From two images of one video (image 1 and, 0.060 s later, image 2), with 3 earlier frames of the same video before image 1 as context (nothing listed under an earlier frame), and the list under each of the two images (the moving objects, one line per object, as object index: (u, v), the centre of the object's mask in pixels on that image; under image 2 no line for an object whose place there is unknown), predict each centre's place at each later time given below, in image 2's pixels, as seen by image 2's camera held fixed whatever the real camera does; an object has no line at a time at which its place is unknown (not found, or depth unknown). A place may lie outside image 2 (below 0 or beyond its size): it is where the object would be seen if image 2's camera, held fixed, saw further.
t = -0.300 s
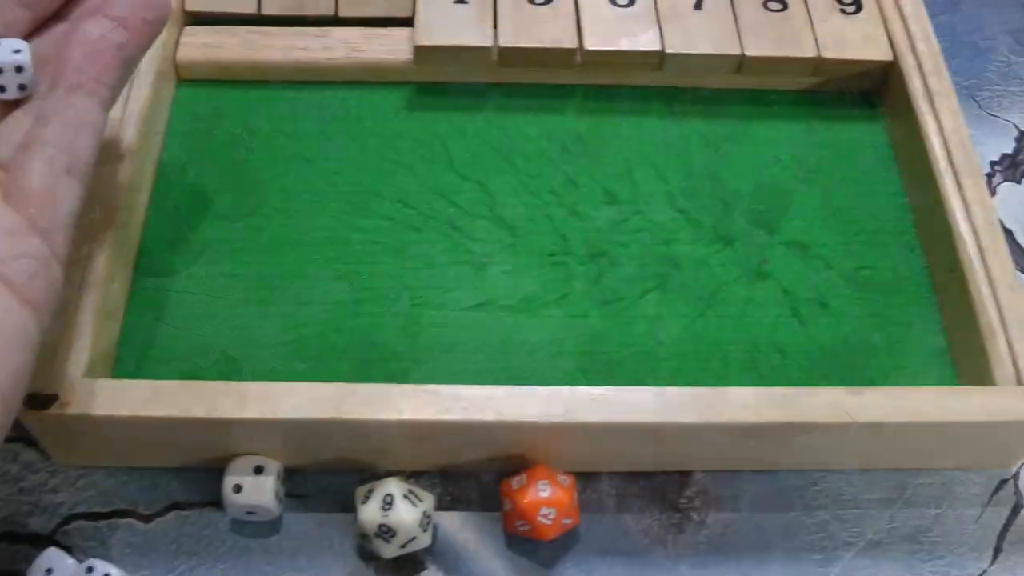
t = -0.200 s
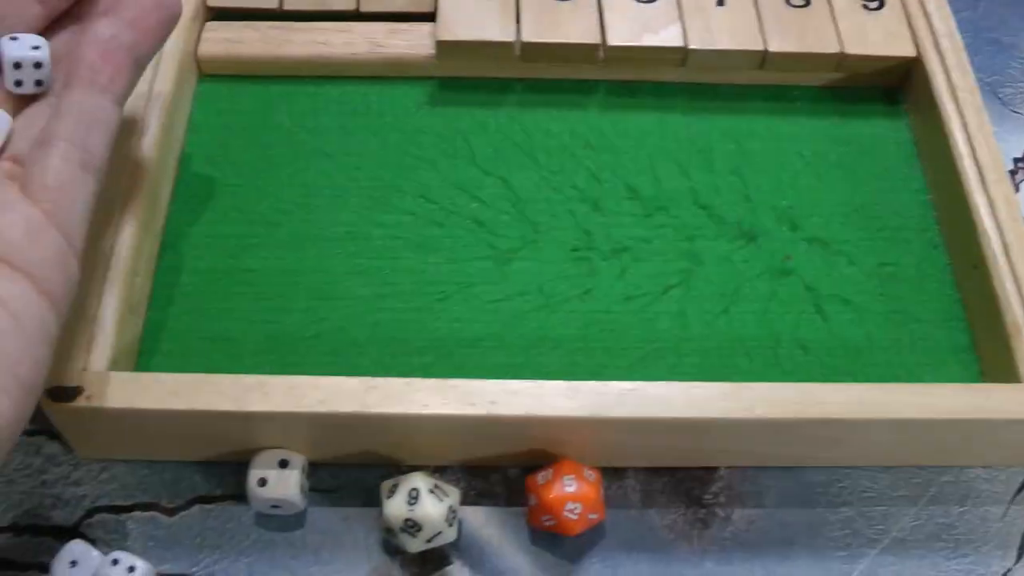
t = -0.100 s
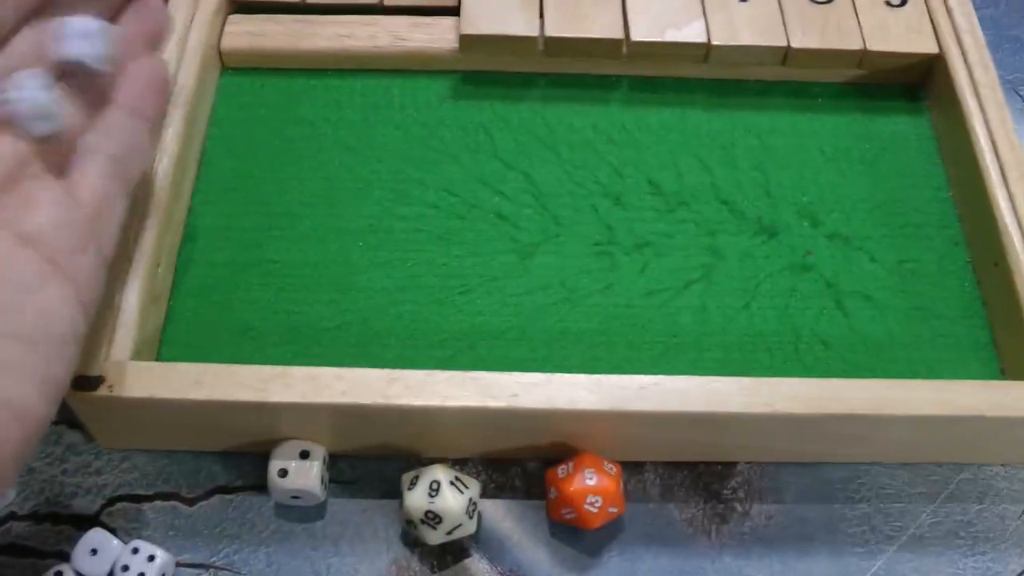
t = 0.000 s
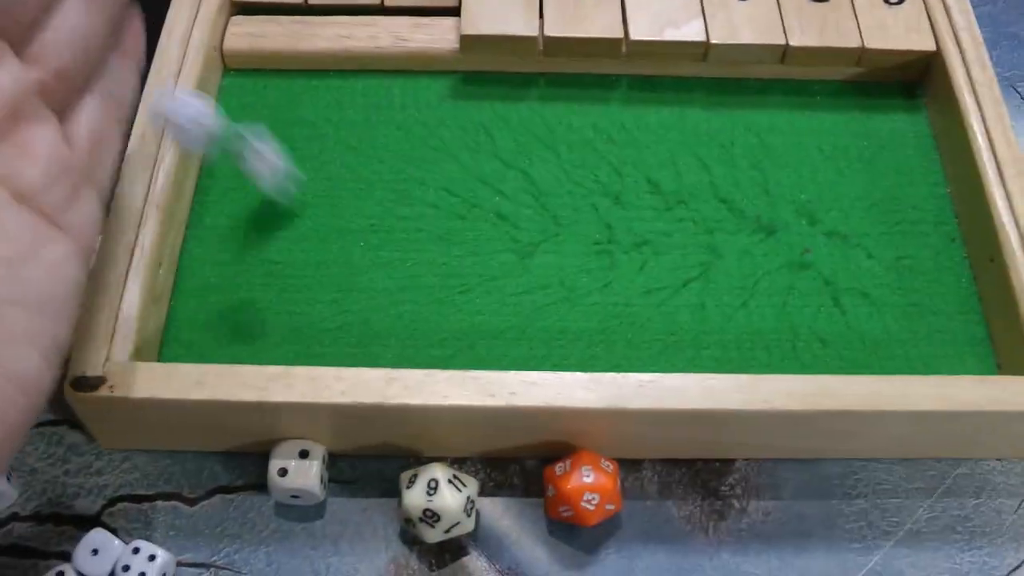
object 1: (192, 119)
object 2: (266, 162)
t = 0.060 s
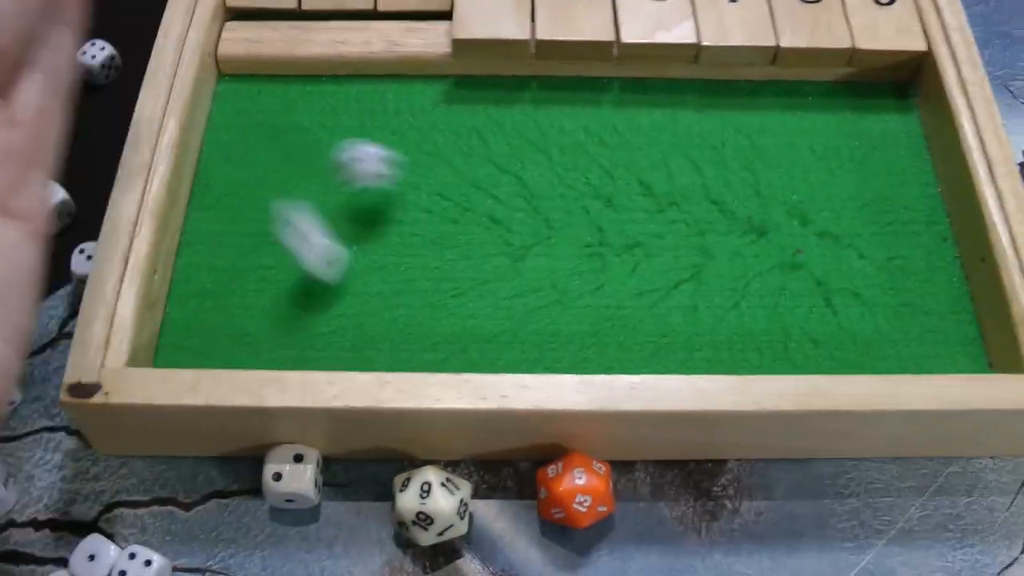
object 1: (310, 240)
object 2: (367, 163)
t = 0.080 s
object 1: (336, 239)
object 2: (408, 168)
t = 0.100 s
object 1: (352, 215)
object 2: (449, 172)
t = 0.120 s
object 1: (373, 195)
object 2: (484, 162)
